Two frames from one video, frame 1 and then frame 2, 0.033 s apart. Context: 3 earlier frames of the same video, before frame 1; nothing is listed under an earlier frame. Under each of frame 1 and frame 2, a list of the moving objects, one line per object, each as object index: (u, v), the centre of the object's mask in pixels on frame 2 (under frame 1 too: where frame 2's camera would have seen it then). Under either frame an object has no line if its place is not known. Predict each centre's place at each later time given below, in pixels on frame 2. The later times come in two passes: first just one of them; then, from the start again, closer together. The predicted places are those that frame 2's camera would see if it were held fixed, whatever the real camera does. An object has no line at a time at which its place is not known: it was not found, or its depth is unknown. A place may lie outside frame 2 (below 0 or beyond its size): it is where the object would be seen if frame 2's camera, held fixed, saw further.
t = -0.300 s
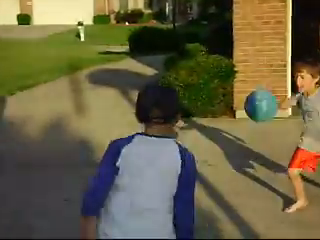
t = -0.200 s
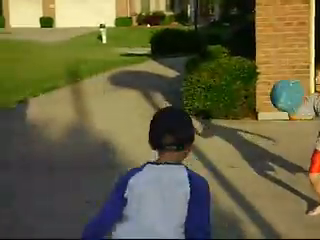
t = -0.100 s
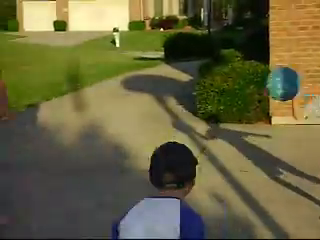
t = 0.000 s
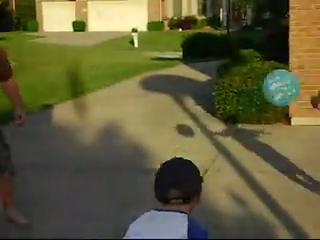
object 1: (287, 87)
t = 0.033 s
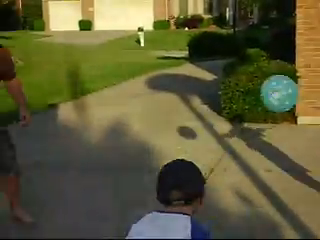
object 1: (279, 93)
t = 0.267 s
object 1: (211, 210)
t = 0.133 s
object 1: (251, 127)
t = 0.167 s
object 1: (242, 143)
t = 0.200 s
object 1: (232, 162)
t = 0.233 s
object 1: (221, 185)
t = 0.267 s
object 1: (211, 210)
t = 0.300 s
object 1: (198, 226)
